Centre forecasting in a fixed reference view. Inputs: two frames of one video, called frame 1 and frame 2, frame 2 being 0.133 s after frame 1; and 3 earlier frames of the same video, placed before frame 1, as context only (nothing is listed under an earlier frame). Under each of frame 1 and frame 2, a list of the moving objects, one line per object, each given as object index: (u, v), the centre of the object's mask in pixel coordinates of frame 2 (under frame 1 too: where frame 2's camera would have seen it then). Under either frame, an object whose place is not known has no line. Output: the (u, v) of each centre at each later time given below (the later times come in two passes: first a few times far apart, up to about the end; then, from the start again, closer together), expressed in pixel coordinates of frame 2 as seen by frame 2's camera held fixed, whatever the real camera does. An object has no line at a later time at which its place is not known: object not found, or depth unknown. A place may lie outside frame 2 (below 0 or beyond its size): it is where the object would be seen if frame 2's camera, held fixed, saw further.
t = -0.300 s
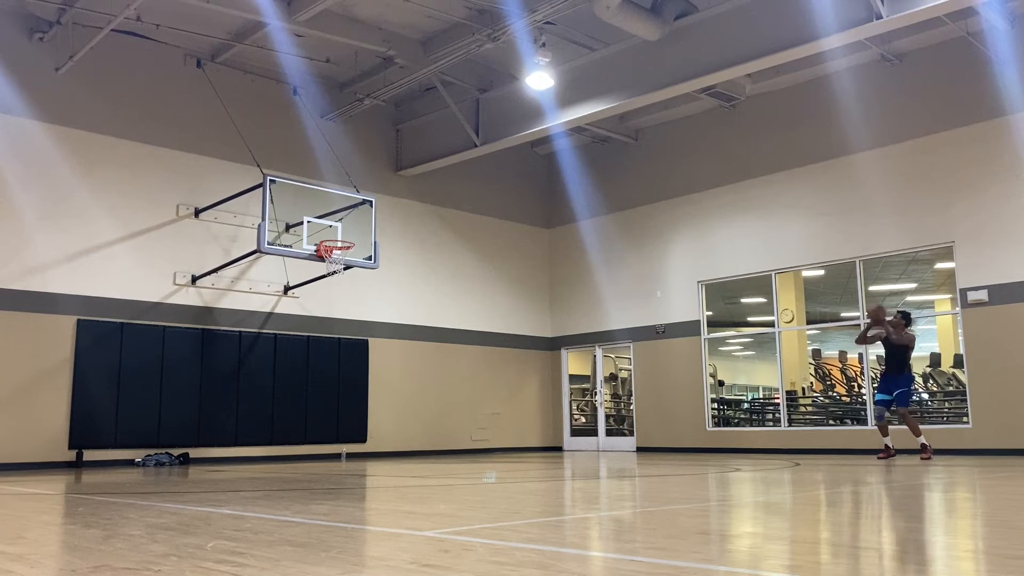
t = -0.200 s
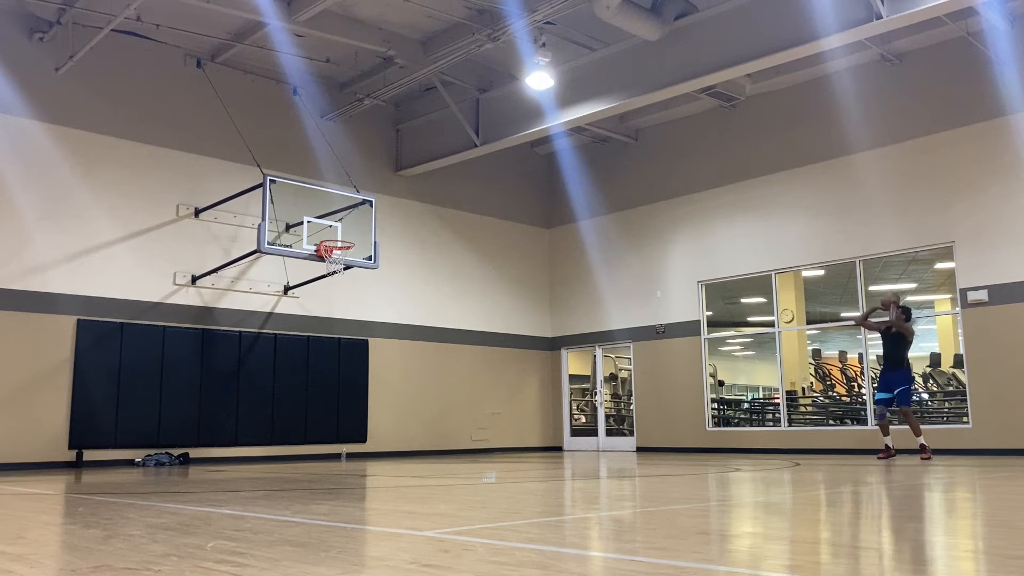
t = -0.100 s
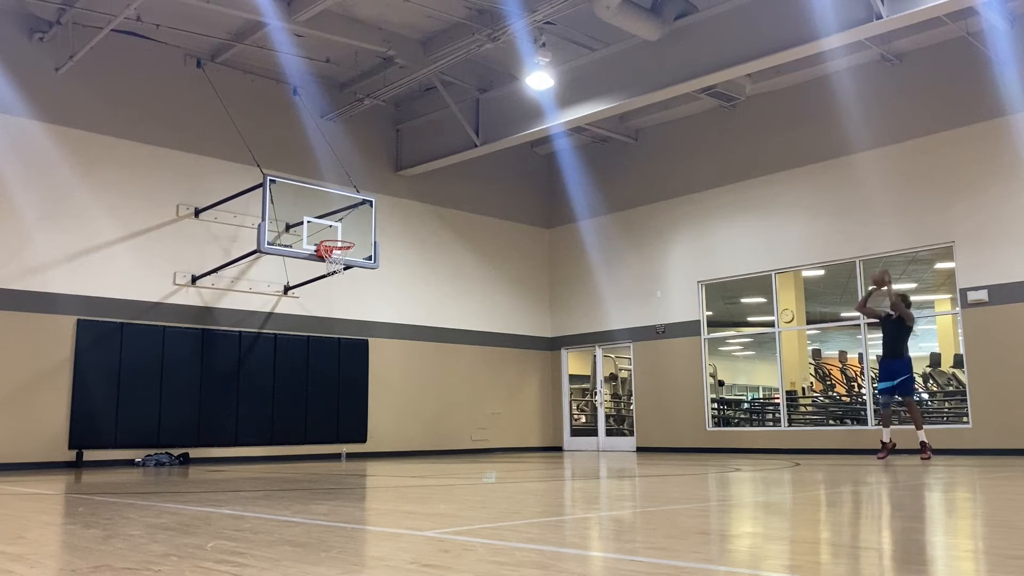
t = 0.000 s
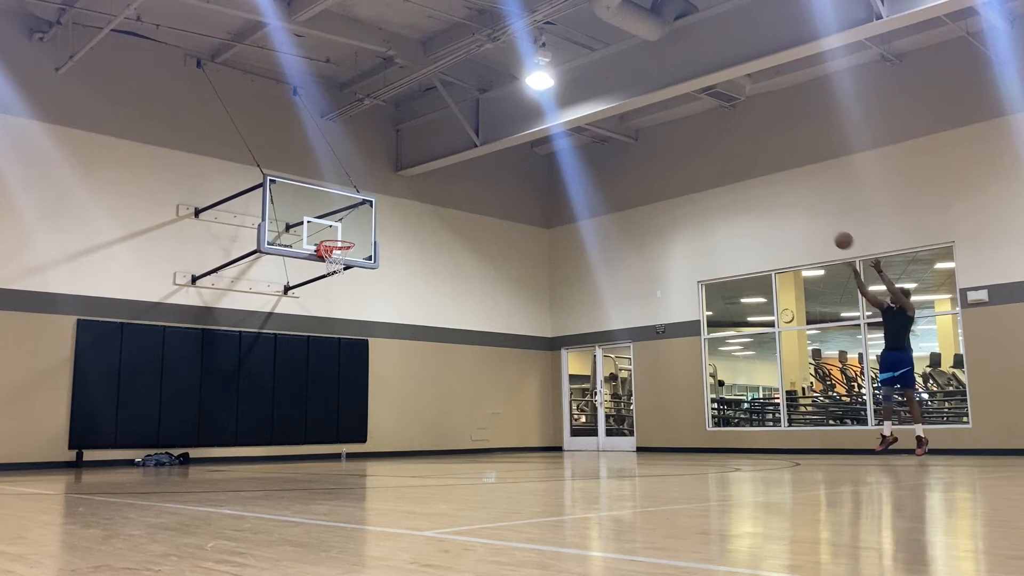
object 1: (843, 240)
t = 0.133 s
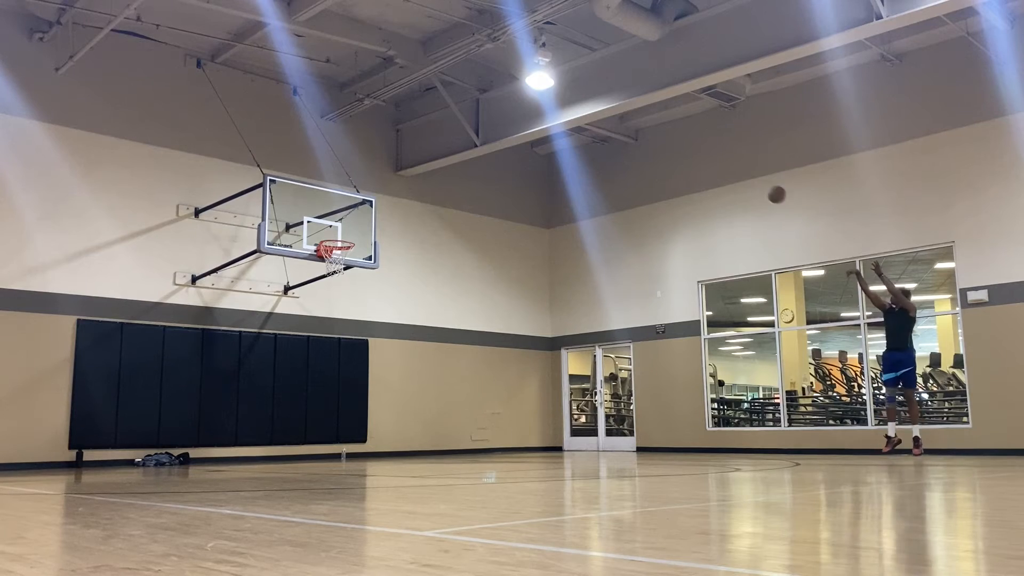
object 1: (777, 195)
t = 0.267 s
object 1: (713, 161)
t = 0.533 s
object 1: (595, 131)
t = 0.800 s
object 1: (485, 146)
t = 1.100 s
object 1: (363, 214)
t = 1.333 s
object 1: (344, 226)
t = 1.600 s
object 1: (367, 233)
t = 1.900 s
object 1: (399, 301)
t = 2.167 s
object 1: (427, 417)
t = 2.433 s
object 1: (449, 372)
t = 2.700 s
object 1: (470, 307)
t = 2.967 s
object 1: (491, 295)
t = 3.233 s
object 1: (512, 333)
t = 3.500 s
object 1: (534, 425)
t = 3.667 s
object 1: (546, 419)
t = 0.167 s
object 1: (760, 185)
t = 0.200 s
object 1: (744, 176)
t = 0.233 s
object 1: (728, 169)
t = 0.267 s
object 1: (713, 161)
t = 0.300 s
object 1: (697, 155)
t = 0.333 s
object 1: (682, 149)
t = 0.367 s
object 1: (667, 144)
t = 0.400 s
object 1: (652, 140)
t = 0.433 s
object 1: (638, 137)
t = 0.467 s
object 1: (623, 134)
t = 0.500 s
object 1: (608, 133)
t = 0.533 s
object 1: (595, 131)
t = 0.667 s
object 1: (539, 136)
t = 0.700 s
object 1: (525, 135)
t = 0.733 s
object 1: (512, 138)
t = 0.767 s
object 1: (499, 142)
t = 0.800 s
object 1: (485, 146)
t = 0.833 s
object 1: (471, 150)
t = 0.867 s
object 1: (458, 156)
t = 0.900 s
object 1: (444, 162)
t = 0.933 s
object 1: (431, 169)
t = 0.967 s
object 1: (417, 177)
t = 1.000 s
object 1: (404, 185)
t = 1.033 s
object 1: (390, 195)
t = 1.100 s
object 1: (363, 214)
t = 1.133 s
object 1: (349, 225)
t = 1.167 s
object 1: (336, 236)
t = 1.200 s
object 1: (334, 238)
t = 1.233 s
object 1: (339, 237)
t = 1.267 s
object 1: (341, 233)
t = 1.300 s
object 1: (343, 229)
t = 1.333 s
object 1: (344, 226)
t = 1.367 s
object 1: (346, 223)
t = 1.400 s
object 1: (347, 222)
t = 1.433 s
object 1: (349, 221)
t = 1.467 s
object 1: (353, 222)
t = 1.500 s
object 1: (357, 223)
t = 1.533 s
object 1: (360, 226)
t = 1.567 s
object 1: (364, 229)
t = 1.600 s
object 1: (367, 233)
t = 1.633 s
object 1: (371, 237)
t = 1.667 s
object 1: (375, 243)
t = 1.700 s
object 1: (378, 249)
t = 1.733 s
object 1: (382, 256)
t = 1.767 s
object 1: (385, 263)
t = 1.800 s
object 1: (389, 271)
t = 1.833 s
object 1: (392, 281)
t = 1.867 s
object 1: (396, 290)
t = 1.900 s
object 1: (399, 301)
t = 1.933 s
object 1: (403, 313)
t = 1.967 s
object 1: (406, 325)
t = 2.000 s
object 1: (409, 338)
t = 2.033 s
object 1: (413, 352)
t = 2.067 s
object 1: (416, 367)
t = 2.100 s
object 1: (420, 383)
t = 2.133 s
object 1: (423, 400)
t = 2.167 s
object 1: (427, 417)
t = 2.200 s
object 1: (430, 436)
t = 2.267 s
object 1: (436, 440)
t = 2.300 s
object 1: (439, 424)
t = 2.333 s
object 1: (442, 409)
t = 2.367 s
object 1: (444, 396)
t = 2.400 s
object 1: (447, 384)
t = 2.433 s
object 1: (449, 372)
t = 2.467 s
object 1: (452, 361)
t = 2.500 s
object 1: (455, 350)
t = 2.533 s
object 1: (457, 341)
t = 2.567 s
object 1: (460, 333)
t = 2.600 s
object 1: (462, 325)
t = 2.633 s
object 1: (465, 319)
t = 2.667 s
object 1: (467, 313)
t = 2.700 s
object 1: (470, 307)
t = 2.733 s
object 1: (473, 303)
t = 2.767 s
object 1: (475, 300)
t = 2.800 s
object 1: (478, 297)
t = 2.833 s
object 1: (480, 295)
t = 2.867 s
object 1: (483, 294)
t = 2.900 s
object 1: (485, 294)
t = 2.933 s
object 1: (488, 294)
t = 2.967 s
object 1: (491, 295)
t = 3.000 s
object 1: (493, 297)
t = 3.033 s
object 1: (496, 300)
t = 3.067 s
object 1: (498, 303)
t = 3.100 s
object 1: (501, 308)
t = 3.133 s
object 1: (504, 313)
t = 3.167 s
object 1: (507, 319)
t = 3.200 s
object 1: (509, 325)
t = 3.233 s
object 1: (512, 333)
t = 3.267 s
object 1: (516, 341)
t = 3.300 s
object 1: (518, 351)
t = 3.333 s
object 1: (520, 361)
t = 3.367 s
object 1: (523, 372)
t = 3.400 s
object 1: (525, 384)
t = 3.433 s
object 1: (528, 397)
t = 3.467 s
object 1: (531, 410)
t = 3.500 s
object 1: (534, 425)
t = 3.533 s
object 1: (536, 441)
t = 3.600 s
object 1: (542, 442)
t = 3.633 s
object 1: (544, 431)
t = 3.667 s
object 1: (546, 419)
